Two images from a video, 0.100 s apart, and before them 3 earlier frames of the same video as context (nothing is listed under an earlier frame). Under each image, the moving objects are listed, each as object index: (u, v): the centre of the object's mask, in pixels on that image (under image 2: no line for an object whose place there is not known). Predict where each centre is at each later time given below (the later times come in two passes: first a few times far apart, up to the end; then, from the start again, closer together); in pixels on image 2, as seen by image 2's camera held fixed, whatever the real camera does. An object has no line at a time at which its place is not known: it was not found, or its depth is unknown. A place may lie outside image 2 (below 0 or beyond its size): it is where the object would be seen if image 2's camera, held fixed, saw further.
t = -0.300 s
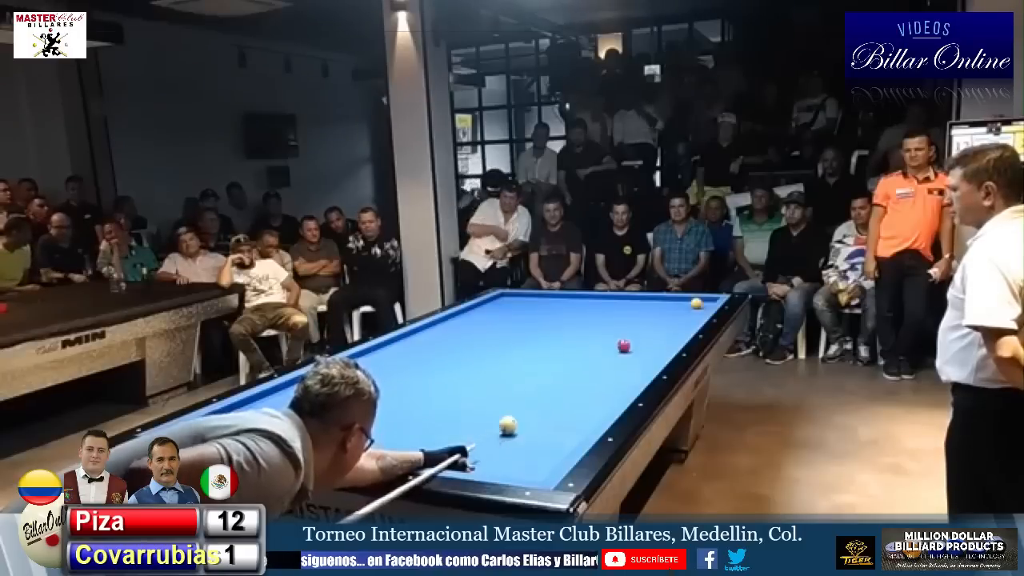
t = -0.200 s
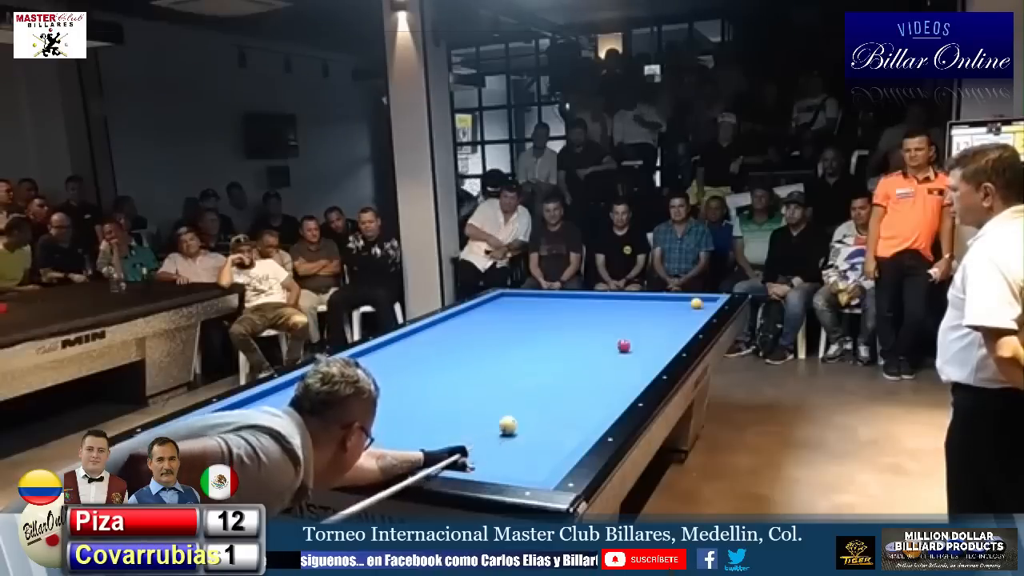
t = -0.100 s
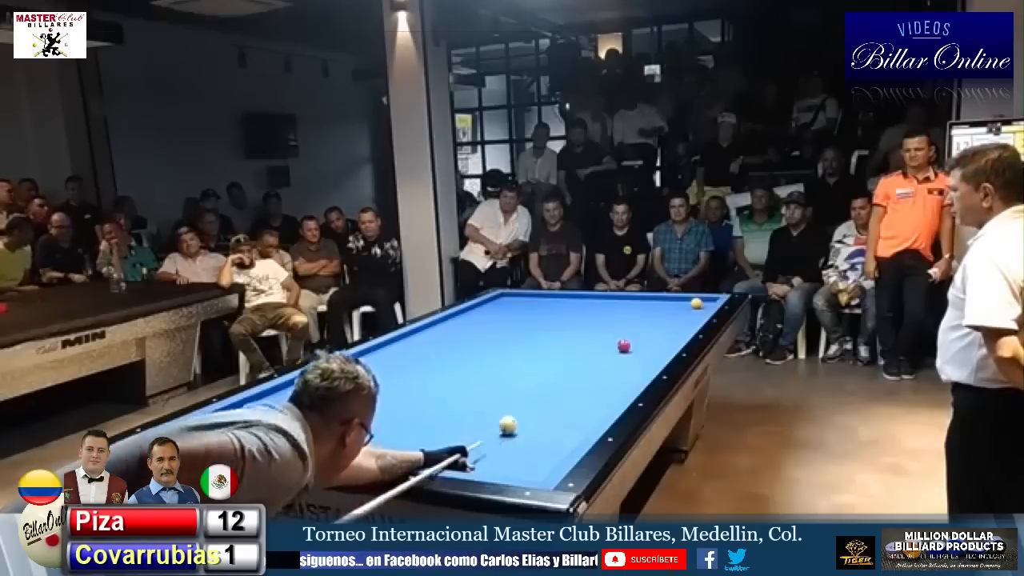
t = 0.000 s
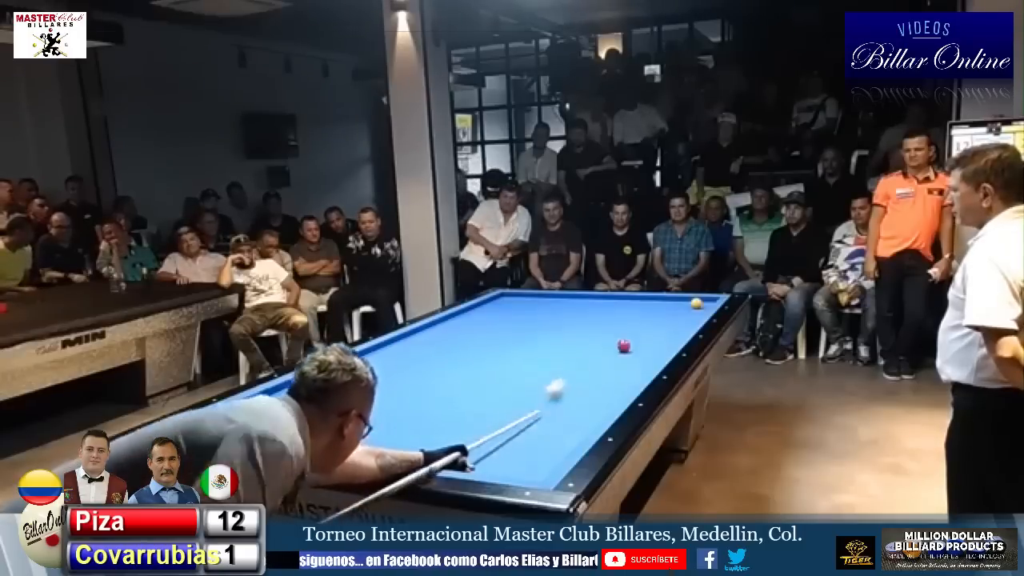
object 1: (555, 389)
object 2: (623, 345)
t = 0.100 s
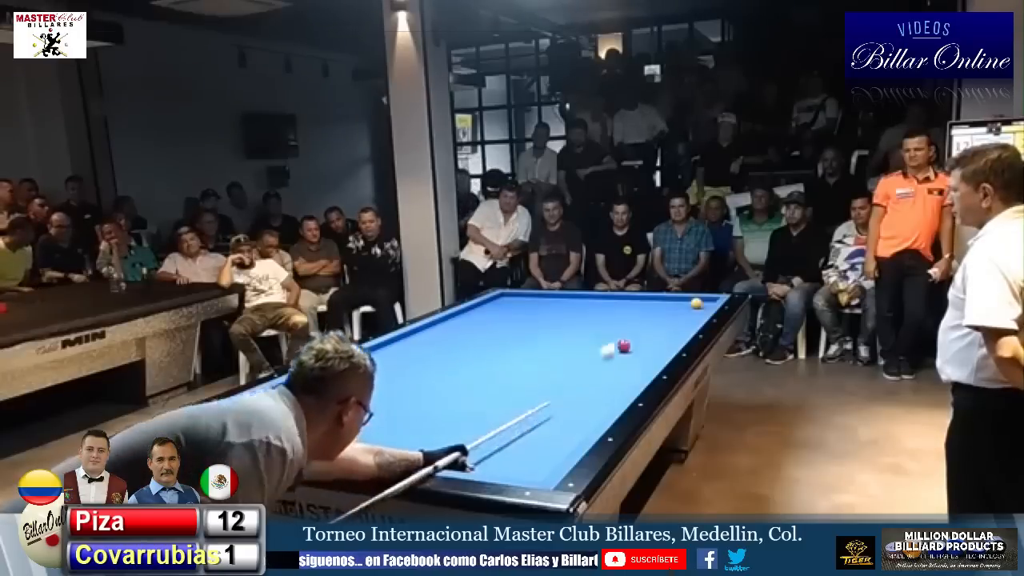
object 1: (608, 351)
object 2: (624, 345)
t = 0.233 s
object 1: (572, 335)
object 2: (674, 325)
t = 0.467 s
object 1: (519, 316)
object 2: (627, 297)
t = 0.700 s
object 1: (491, 300)
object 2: (529, 311)
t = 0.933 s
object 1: (535, 298)
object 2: (430, 326)
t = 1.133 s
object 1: (559, 308)
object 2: (429, 342)
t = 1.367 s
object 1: (590, 320)
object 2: (425, 366)
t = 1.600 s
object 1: (623, 333)
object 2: (414, 395)
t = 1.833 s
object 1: (662, 348)
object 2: (403, 435)
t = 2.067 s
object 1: (607, 361)
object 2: (447, 451)
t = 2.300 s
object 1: (554, 374)
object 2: (550, 430)
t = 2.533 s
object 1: (497, 389)
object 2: (575, 410)
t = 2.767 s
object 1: (434, 407)
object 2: (559, 390)
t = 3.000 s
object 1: (363, 425)
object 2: (548, 373)
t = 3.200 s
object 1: (297, 441)
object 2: (540, 361)
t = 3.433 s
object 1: (276, 429)
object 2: (531, 348)
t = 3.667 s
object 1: (266, 413)
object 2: (524, 338)
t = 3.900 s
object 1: (258, 400)
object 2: (518, 328)
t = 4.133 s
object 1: (289, 391)
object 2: (513, 320)
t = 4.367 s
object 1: (327, 383)
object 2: (507, 312)
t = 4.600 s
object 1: (363, 377)
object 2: (503, 306)
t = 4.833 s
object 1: (397, 370)
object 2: (499, 299)
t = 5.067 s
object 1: (428, 364)
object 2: (506, 295)
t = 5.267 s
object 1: (453, 359)
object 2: (508, 295)
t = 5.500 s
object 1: (481, 353)
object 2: (506, 296)
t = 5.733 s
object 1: (507, 348)
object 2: (503, 299)
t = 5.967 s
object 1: (532, 343)
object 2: (501, 301)
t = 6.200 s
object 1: (556, 339)
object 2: (499, 303)
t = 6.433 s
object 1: (578, 335)
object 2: (497, 305)
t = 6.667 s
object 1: (599, 331)
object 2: (494, 309)
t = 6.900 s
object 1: (620, 327)
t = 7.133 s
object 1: (640, 323)
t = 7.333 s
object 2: (488, 315)
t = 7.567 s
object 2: (486, 316)
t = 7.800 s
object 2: (484, 318)
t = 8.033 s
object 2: (482, 320)
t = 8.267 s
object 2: (480, 322)
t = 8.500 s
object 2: (479, 324)
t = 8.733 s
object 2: (477, 325)
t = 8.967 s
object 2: (476, 326)
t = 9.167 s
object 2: (474, 328)
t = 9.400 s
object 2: (473, 330)
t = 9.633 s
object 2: (471, 331)
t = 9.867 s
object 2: (470, 332)
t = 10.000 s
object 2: (469, 333)
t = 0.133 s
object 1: (607, 345)
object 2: (641, 340)
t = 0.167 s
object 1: (594, 342)
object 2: (665, 335)
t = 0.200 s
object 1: (583, 338)
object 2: (682, 328)
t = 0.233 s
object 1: (572, 335)
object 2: (674, 325)
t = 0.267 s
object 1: (563, 332)
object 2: (666, 320)
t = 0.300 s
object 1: (554, 329)
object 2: (658, 314)
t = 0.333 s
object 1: (546, 326)
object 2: (651, 311)
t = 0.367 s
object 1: (538, 323)
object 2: (644, 307)
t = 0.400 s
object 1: (531, 320)
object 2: (637, 303)
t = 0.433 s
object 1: (525, 318)
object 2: (632, 299)
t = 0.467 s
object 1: (519, 316)
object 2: (627, 297)
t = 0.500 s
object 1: (514, 313)
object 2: (613, 298)
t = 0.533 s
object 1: (509, 311)
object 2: (599, 300)
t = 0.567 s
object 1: (505, 309)
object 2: (583, 302)
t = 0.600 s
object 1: (501, 307)
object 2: (570, 304)
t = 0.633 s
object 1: (498, 305)
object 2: (556, 307)
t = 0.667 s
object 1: (494, 302)
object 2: (543, 309)
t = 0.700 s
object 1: (491, 300)
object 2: (529, 311)
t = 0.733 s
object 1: (493, 298)
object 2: (515, 313)
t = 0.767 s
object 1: (504, 297)
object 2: (501, 315)
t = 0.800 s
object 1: (514, 295)
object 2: (487, 317)
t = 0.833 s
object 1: (524, 293)
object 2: (473, 319)
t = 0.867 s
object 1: (528, 294)
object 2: (458, 322)
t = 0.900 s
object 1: (532, 296)
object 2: (444, 324)
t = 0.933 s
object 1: (535, 298)
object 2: (430, 326)
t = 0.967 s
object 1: (539, 300)
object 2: (425, 328)
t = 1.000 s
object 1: (543, 301)
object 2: (426, 331)
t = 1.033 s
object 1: (547, 303)
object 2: (427, 333)
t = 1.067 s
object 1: (552, 304)
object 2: (428, 336)
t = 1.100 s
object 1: (556, 307)
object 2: (428, 339)
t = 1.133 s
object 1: (559, 308)
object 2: (429, 342)
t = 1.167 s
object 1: (564, 310)
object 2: (429, 345)
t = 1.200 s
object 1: (568, 312)
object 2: (429, 348)
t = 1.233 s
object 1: (572, 314)
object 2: (429, 352)
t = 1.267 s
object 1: (577, 316)
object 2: (428, 355)
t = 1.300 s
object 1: (581, 317)
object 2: (427, 359)
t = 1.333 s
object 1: (586, 319)
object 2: (426, 362)
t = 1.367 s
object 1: (590, 320)
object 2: (425, 366)
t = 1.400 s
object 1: (595, 321)
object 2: (423, 369)
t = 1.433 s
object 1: (598, 324)
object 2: (422, 373)
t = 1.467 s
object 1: (605, 327)
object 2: (421, 376)
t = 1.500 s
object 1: (609, 328)
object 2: (419, 379)
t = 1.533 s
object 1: (613, 329)
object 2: (417, 387)
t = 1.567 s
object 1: (618, 331)
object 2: (416, 391)
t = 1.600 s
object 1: (623, 333)
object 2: (414, 395)
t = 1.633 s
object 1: (629, 335)
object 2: (414, 400)
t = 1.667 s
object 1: (635, 338)
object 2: (412, 405)
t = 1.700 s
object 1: (640, 340)
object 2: (410, 409)
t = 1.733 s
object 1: (646, 342)
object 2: (409, 416)
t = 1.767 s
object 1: (652, 345)
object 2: (407, 422)
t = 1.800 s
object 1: (658, 346)
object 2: (405, 428)
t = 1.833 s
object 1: (662, 348)
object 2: (403, 435)
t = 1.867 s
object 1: (655, 350)
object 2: (401, 441)
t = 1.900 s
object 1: (647, 352)
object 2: (399, 448)
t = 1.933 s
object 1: (639, 354)
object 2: (397, 453)
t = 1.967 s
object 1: (630, 356)
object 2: (395, 456)
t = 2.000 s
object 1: (622, 357)
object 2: (412, 457)
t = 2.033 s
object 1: (615, 359)
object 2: (430, 455)
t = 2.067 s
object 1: (607, 361)
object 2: (447, 451)
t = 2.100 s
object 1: (601, 362)
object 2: (463, 447)
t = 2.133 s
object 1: (593, 365)
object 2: (479, 444)
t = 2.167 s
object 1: (585, 367)
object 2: (494, 441)
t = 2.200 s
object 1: (578, 369)
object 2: (509, 438)
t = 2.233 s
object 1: (570, 371)
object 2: (523, 435)
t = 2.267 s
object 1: (562, 372)
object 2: (537, 433)
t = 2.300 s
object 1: (554, 374)
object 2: (550, 430)
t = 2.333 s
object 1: (547, 377)
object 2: (563, 428)
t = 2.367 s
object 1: (539, 379)
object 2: (575, 426)
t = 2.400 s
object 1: (531, 380)
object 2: (586, 423)
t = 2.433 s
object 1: (522, 383)
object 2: (587, 420)
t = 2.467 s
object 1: (514, 385)
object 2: (582, 417)
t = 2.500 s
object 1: (506, 387)
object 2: (578, 414)
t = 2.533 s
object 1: (497, 389)
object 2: (575, 410)
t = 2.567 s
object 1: (488, 392)
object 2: (572, 407)
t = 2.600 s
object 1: (480, 394)
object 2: (569, 404)
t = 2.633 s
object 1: (470, 396)
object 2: (567, 401)
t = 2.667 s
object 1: (462, 399)
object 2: (565, 398)
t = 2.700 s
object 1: (452, 401)
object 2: (563, 395)
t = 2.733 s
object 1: (443, 404)
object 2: (562, 393)
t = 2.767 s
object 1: (434, 407)
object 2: (559, 390)
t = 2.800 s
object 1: (424, 409)
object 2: (558, 387)
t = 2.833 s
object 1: (415, 411)
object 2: (556, 385)
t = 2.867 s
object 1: (404, 414)
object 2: (554, 383)
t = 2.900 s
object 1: (394, 417)
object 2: (553, 380)
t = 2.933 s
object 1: (384, 420)
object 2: (551, 378)
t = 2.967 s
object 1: (374, 422)
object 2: (550, 375)
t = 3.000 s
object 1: (363, 425)
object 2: (548, 373)
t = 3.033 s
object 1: (352, 427)
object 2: (547, 371)
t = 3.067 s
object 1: (342, 431)
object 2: (545, 369)
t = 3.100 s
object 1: (330, 434)
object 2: (544, 367)
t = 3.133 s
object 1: (320, 436)
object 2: (543, 365)
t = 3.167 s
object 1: (309, 439)
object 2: (541, 363)
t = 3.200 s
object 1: (297, 441)
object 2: (540, 361)
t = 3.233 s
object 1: (285, 442)
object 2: (539, 359)
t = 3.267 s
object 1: (280, 441)
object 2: (538, 357)
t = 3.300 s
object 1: (279, 438)
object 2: (536, 355)
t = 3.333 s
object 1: (279, 437)
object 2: (535, 354)
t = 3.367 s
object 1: (278, 434)
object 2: (534, 352)
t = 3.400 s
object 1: (277, 431)
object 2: (533, 350)
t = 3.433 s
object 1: (276, 429)
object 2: (531, 348)
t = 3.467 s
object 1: (275, 426)
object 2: (530, 347)
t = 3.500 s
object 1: (273, 424)
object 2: (529, 345)
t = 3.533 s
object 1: (272, 421)
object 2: (528, 344)
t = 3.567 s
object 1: (270, 419)
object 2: (527, 342)
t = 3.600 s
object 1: (269, 417)
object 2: (526, 340)
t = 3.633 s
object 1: (267, 415)
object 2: (525, 339)
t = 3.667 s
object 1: (266, 413)
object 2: (524, 338)
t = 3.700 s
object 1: (265, 412)
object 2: (523, 336)
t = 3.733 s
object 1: (264, 410)
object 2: (523, 335)
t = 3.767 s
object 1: (263, 407)
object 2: (521, 333)
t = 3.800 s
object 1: (261, 406)
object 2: (521, 332)
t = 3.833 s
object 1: (260, 404)
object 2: (520, 330)
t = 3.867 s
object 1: (259, 402)
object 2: (519, 329)
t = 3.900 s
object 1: (258, 400)
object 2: (518, 328)
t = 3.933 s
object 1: (256, 398)
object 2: (517, 327)
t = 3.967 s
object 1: (259, 397)
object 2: (517, 326)
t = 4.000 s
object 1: (265, 395)
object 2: (516, 325)
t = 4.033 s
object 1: (272, 394)
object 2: (515, 323)
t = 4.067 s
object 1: (278, 393)
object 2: (514, 322)
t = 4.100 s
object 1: (283, 392)
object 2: (513, 321)
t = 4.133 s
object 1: (289, 391)
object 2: (513, 320)
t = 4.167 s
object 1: (295, 390)
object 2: (512, 319)
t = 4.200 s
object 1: (301, 389)
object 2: (511, 318)
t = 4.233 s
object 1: (306, 388)
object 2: (510, 317)
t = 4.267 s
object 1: (311, 387)
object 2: (509, 315)
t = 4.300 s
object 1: (316, 386)
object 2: (509, 314)
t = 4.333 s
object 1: (322, 385)
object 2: (508, 313)
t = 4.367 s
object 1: (327, 383)
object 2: (507, 312)
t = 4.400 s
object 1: (332, 382)
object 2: (507, 311)
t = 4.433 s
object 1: (337, 382)
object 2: (506, 311)
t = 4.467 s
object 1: (343, 380)
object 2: (505, 309)
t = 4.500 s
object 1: (348, 379)
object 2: (505, 309)
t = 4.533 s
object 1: (353, 378)
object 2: (504, 307)
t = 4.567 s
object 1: (358, 378)
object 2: (504, 307)
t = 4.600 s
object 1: (363, 377)
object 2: (503, 306)
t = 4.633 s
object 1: (368, 376)
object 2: (503, 304)
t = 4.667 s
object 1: (373, 374)
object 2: (502, 304)
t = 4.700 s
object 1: (378, 374)
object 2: (502, 303)
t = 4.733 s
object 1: (383, 373)
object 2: (501, 302)
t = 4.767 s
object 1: (388, 372)
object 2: (500, 301)
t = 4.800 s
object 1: (392, 371)
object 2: (500, 300)
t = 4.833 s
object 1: (397, 370)
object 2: (499, 299)
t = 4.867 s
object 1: (402, 369)
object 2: (499, 299)
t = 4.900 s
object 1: (406, 368)
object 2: (498, 298)
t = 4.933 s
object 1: (411, 367)
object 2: (498, 298)
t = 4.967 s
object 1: (415, 366)
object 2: (498, 298)
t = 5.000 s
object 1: (419, 365)
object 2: (501, 297)
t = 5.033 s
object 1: (424, 365)
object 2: (505, 296)
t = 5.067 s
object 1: (428, 364)
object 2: (506, 295)
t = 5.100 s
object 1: (433, 363)
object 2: (508, 294)
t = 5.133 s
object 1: (437, 362)
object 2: (509, 294)
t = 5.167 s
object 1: (441, 361)
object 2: (509, 294)
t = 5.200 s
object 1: (445, 360)
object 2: (509, 294)
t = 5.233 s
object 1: (449, 360)
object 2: (508, 294)
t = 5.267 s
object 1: (453, 359)
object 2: (508, 295)
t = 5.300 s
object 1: (457, 358)
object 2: (508, 295)
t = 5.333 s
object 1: (461, 357)
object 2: (507, 295)
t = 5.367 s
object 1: (466, 356)
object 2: (507, 295)
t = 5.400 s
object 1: (469, 356)
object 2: (507, 295)
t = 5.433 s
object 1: (473, 355)
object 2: (507, 296)
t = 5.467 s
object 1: (477, 354)
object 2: (507, 296)
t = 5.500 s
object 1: (481, 353)
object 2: (506, 296)
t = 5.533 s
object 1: (485, 353)
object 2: (506, 296)
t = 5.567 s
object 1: (489, 352)
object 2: (506, 296)
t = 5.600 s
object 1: (493, 351)
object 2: (505, 297)
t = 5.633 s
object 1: (496, 350)
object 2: (505, 298)
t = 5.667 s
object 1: (500, 349)
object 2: (504, 298)
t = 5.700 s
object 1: (504, 349)
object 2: (504, 298)
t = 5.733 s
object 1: (507, 348)
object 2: (503, 299)
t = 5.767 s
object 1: (511, 347)
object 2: (503, 299)
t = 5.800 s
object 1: (515, 347)
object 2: (503, 299)
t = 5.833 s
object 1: (518, 346)
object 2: (503, 300)
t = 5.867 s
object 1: (522, 345)
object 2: (502, 300)
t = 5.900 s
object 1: (525, 345)
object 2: (502, 300)
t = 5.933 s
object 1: (529, 343)
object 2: (502, 300)
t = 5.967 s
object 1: (532, 343)
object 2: (501, 301)
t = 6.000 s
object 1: (535, 342)
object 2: (501, 301)
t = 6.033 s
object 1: (539, 342)
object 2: (501, 301)
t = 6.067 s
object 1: (542, 341)
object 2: (500, 302)
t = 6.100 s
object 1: (546, 341)
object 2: (500, 302)
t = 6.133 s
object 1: (549, 340)
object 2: (499, 302)
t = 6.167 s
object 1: (552, 339)
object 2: (499, 302)
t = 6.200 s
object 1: (556, 339)
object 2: (499, 303)
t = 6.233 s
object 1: (559, 338)
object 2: (499, 303)
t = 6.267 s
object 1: (562, 338)
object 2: (499, 303)
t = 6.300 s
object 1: (565, 337)
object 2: (499, 303)
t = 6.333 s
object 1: (569, 336)
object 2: (498, 304)
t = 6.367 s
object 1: (572, 336)
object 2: (498, 304)
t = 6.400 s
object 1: (575, 335)
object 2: (497, 305)
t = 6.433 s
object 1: (578, 335)
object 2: (497, 305)
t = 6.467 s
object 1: (581, 334)
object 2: (496, 306)
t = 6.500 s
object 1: (584, 334)
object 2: (496, 306)
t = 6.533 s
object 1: (587, 333)
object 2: (496, 306)
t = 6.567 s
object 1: (591, 332)
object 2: (496, 306)
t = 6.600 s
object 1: (594, 332)
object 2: (497, 310)
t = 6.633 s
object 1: (596, 331)
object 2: (495, 308)
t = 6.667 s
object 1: (599, 331)
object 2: (494, 309)
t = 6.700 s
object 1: (603, 330)
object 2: (494, 309)
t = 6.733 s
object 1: (605, 330)
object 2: (494, 309)
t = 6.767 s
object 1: (608, 329)
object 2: (494, 309)
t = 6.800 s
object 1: (611, 328)
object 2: (493, 309)
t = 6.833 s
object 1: (616, 328)
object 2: (493, 310)
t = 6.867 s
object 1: (616, 326)
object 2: (493, 310)
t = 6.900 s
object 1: (620, 327)
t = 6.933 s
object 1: (623, 326)
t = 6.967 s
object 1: (625, 326)
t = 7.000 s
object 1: (628, 325)
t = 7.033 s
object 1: (630, 325)
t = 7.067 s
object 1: (633, 324)
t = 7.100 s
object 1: (636, 324)
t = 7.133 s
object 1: (640, 323)
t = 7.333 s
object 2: (488, 315)
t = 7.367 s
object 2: (488, 315)
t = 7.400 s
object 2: (488, 315)
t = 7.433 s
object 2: (487, 315)
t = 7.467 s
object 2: (487, 315)
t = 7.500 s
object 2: (486, 316)
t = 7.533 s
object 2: (486, 316)
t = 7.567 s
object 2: (486, 316)
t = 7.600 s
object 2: (486, 317)
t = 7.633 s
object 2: (485, 317)
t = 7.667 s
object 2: (485, 318)
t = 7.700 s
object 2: (485, 318)
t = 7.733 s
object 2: (484, 318)
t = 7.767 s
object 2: (484, 318)
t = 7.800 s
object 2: (484, 318)
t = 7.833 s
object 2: (484, 318)
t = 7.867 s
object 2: (483, 319)
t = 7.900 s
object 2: (483, 319)
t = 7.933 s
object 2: (483, 320)
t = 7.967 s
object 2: (483, 320)
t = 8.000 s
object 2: (482, 320)
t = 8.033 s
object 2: (482, 320)
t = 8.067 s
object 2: (482, 320)
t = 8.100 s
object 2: (482, 321)
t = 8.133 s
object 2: (481, 321)
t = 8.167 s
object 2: (481, 321)
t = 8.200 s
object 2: (481, 322)
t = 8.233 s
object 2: (481, 322)
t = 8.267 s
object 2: (480, 322)
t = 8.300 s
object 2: (480, 322)
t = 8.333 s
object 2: (480, 323)
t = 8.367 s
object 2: (479, 323)
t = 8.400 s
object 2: (479, 323)
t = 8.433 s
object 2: (479, 323)
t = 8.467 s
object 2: (479, 324)
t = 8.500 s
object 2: (479, 324)
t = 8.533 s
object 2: (479, 324)
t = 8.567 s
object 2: (479, 324)
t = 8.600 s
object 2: (478, 325)
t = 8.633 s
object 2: (478, 325)
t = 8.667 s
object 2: (478, 325)
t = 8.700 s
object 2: (477, 325)
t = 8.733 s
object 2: (477, 325)
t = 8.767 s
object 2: (477, 325)
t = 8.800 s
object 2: (477, 325)
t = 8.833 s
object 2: (476, 326)
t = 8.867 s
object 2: (476, 326)
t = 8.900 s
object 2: (476, 326)
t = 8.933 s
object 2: (476, 326)
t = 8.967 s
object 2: (476, 326)
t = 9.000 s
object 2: (475, 327)
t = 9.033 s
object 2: (475, 327)
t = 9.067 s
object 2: (474, 328)
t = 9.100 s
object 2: (474, 328)
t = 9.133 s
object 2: (474, 328)
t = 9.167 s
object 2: (474, 328)
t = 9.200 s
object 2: (474, 328)
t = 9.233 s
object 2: (474, 329)
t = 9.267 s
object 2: (473, 329)
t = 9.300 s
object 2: (473, 329)
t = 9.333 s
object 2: (473, 329)
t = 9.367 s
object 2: (473, 329)
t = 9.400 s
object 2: (473, 330)
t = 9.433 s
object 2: (473, 330)
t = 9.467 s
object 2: (472, 330)
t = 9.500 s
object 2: (472, 330)
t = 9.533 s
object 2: (472, 330)
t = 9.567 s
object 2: (472, 331)
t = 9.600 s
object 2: (471, 331)
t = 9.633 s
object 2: (471, 331)
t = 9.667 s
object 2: (471, 331)
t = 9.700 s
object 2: (471, 331)
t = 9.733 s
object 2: (471, 332)
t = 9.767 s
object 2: (470, 332)
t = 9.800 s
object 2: (470, 332)
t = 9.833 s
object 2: (470, 332)
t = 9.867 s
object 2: (470, 332)
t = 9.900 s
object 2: (470, 333)
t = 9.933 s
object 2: (470, 333)
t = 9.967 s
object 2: (470, 333)
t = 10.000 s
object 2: (469, 333)
